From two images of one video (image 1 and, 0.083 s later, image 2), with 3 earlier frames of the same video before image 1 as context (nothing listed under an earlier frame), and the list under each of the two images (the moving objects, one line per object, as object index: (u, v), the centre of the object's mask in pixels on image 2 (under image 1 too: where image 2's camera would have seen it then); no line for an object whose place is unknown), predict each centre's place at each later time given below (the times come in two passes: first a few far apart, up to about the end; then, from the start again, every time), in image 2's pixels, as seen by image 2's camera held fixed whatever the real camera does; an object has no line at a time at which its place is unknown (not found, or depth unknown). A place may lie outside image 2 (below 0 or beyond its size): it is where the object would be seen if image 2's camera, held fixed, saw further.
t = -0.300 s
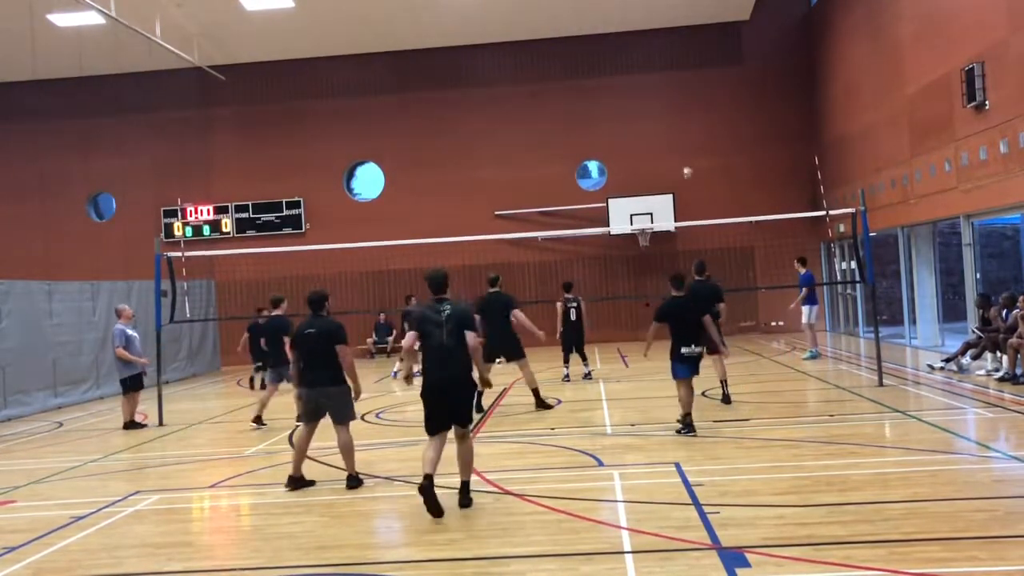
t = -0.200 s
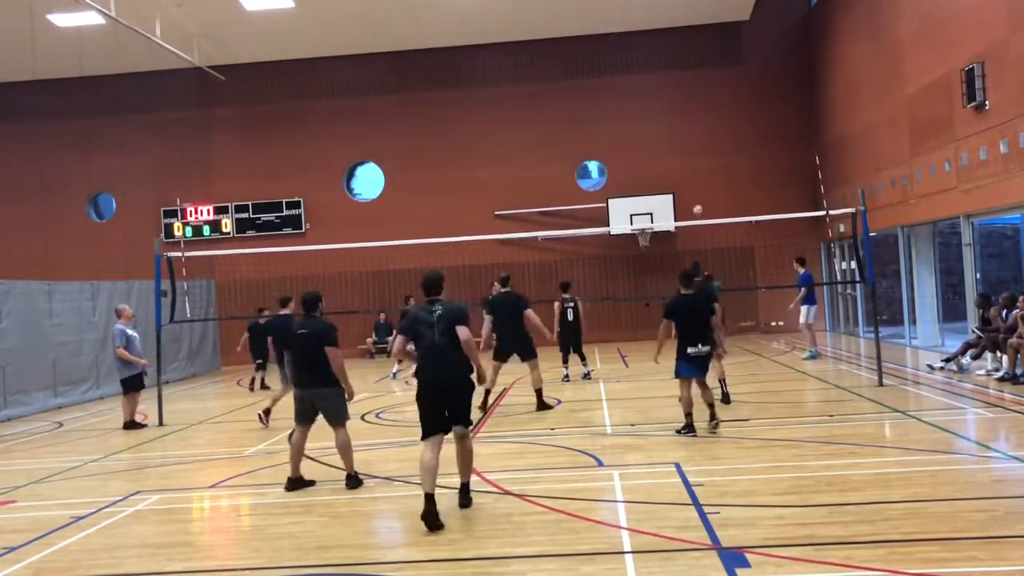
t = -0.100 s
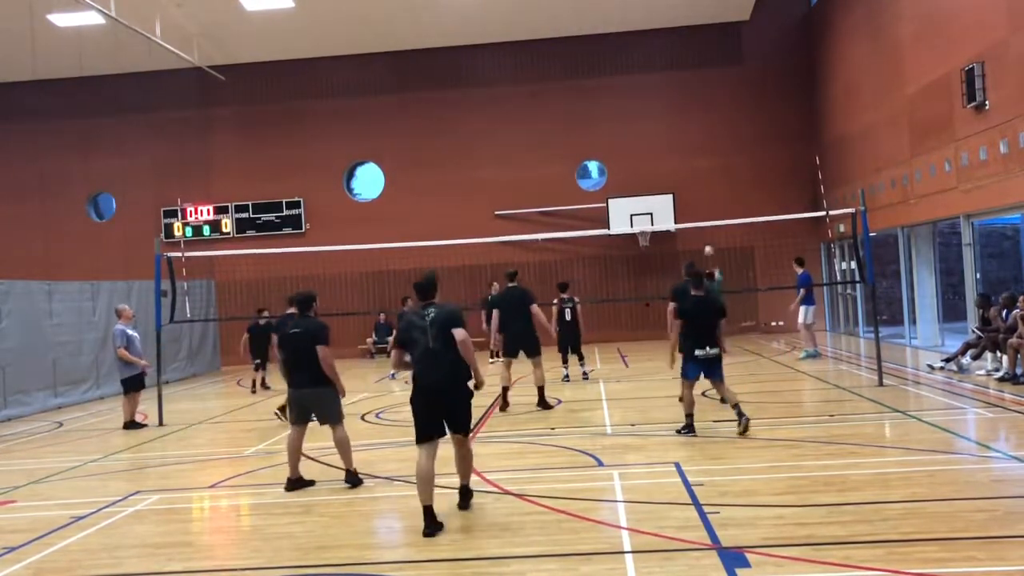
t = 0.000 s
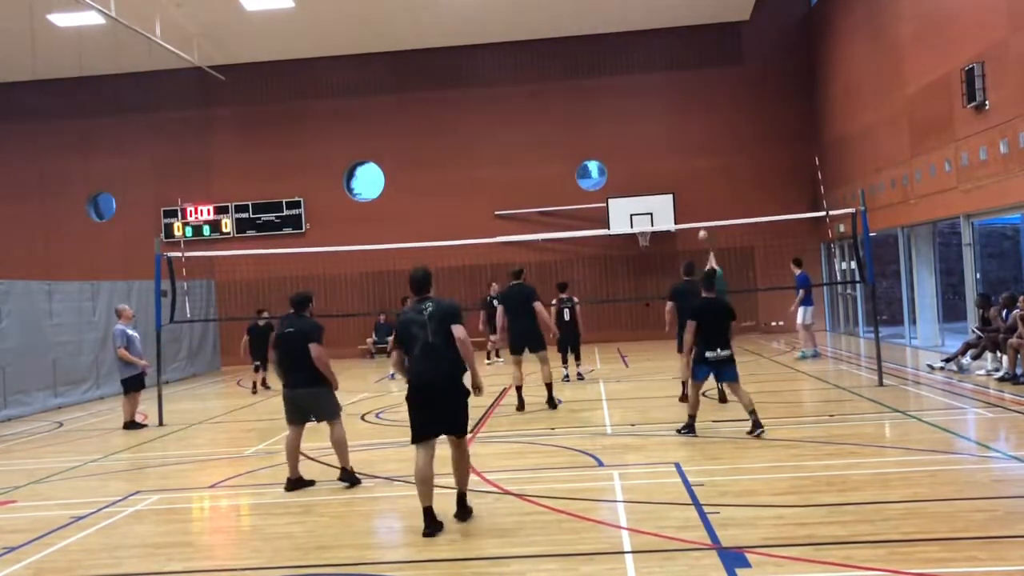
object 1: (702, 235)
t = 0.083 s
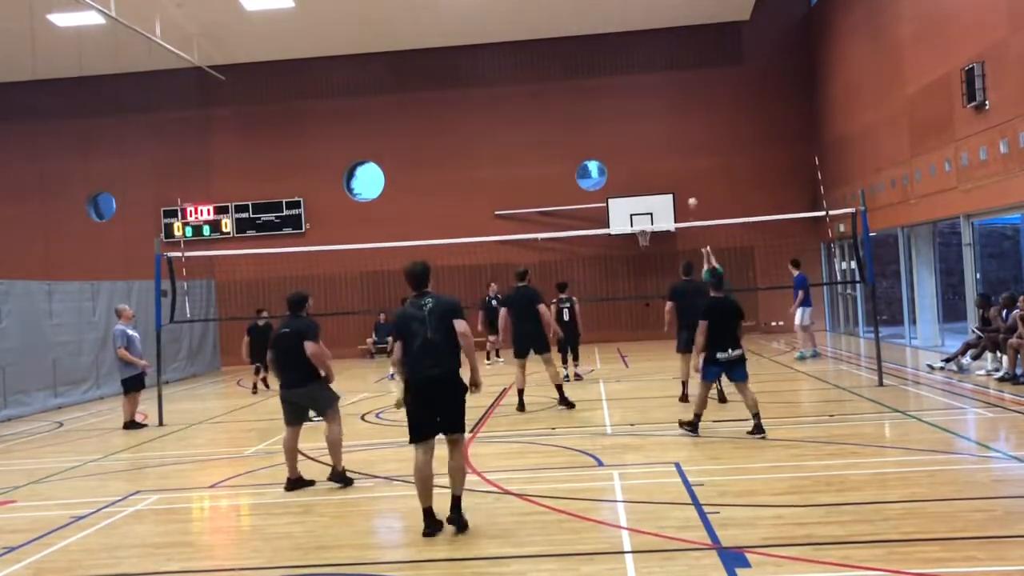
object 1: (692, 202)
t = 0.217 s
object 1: (676, 158)
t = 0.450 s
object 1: (650, 99)
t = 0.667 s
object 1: (625, 66)
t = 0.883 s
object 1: (601, 59)
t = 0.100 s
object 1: (690, 196)
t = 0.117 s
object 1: (688, 191)
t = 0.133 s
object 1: (686, 184)
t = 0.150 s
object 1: (684, 178)
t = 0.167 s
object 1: (682, 173)
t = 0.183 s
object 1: (680, 168)
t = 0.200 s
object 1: (678, 163)
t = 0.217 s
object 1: (676, 158)
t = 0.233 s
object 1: (675, 152)
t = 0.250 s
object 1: (673, 147)
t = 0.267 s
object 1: (671, 142)
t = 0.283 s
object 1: (669, 137)
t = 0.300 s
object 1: (667, 134)
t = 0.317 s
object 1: (665, 129)
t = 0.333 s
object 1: (663, 124)
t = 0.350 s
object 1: (661, 121)
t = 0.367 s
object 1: (659, 116)
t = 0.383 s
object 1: (658, 112)
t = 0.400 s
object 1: (656, 109)
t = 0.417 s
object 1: (654, 106)
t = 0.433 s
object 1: (652, 102)
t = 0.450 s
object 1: (650, 99)
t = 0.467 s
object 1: (648, 95)
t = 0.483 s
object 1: (646, 92)
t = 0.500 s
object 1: (644, 89)
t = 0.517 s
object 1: (642, 86)
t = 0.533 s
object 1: (640, 83)
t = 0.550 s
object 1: (638, 81)
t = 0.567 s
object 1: (637, 79)
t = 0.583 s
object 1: (634, 76)
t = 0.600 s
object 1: (633, 74)
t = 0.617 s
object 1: (631, 72)
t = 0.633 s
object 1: (629, 70)
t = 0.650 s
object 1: (627, 69)
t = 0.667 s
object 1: (625, 66)
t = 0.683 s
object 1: (624, 66)
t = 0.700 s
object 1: (621, 64)
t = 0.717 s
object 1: (620, 64)
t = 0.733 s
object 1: (618, 62)
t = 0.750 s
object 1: (616, 62)
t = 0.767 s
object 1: (614, 61)
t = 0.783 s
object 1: (613, 60)
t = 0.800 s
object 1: (611, 59)
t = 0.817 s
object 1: (609, 59)
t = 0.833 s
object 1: (607, 58)
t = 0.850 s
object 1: (605, 59)
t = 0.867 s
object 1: (603, 59)
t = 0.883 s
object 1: (601, 59)
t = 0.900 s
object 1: (600, 60)
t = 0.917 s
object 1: (598, 60)
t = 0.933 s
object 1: (596, 61)
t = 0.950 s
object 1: (595, 61)
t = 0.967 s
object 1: (593, 62)
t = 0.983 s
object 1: (591, 64)
